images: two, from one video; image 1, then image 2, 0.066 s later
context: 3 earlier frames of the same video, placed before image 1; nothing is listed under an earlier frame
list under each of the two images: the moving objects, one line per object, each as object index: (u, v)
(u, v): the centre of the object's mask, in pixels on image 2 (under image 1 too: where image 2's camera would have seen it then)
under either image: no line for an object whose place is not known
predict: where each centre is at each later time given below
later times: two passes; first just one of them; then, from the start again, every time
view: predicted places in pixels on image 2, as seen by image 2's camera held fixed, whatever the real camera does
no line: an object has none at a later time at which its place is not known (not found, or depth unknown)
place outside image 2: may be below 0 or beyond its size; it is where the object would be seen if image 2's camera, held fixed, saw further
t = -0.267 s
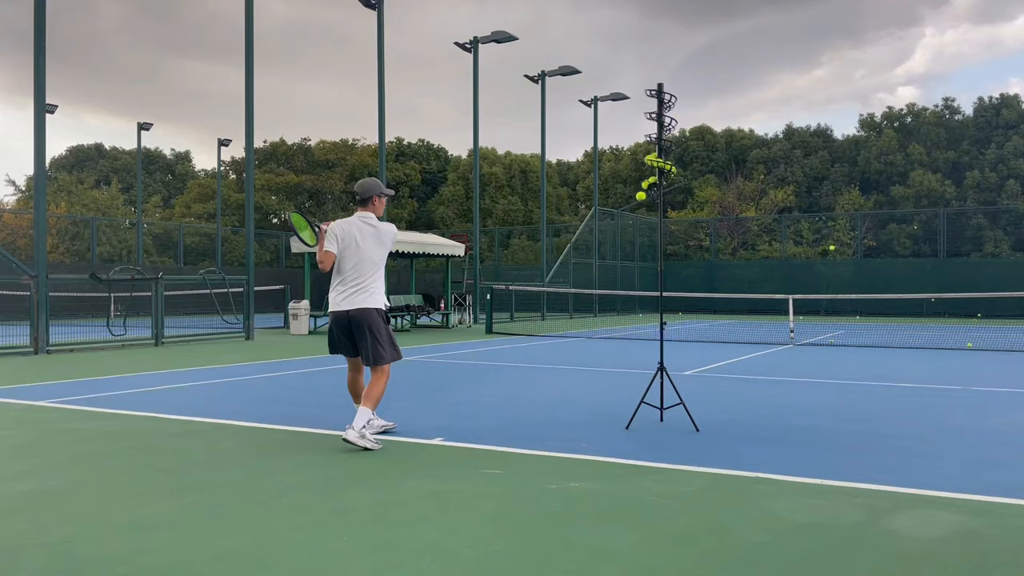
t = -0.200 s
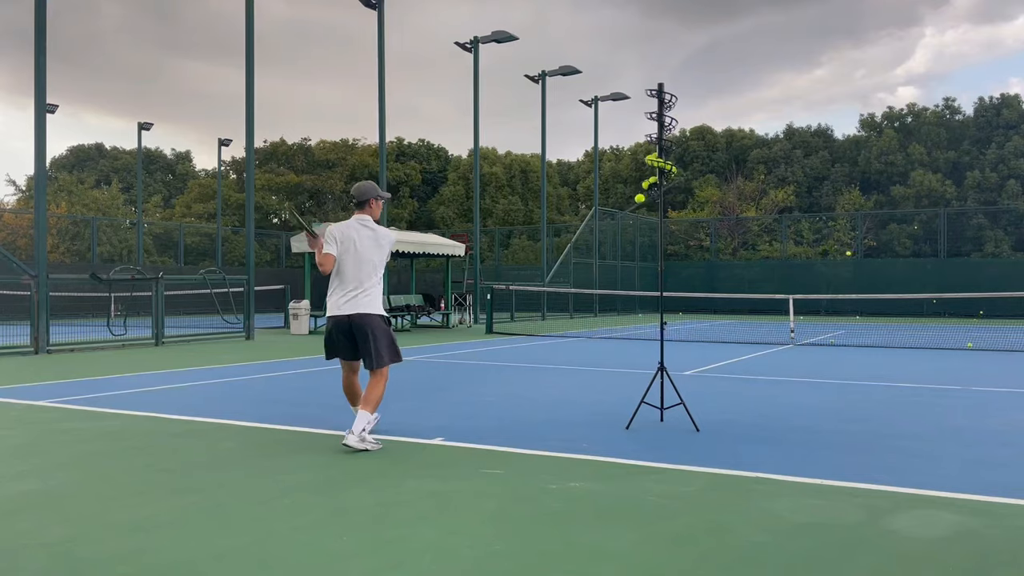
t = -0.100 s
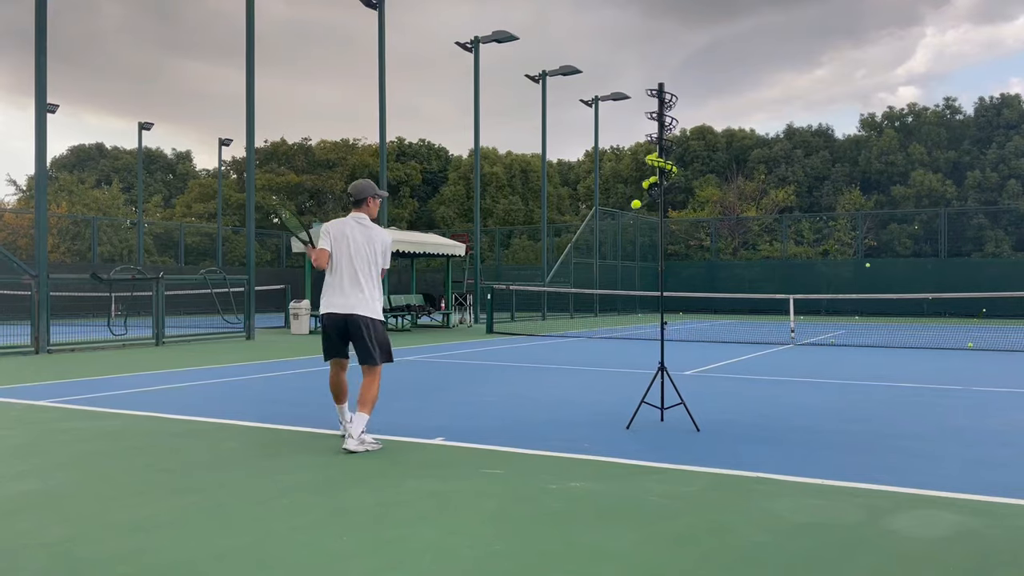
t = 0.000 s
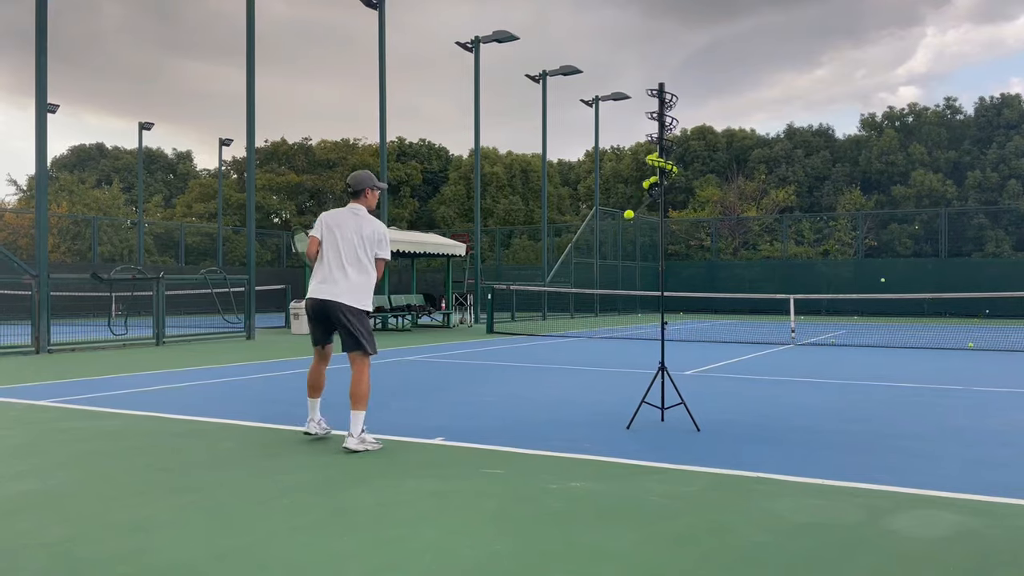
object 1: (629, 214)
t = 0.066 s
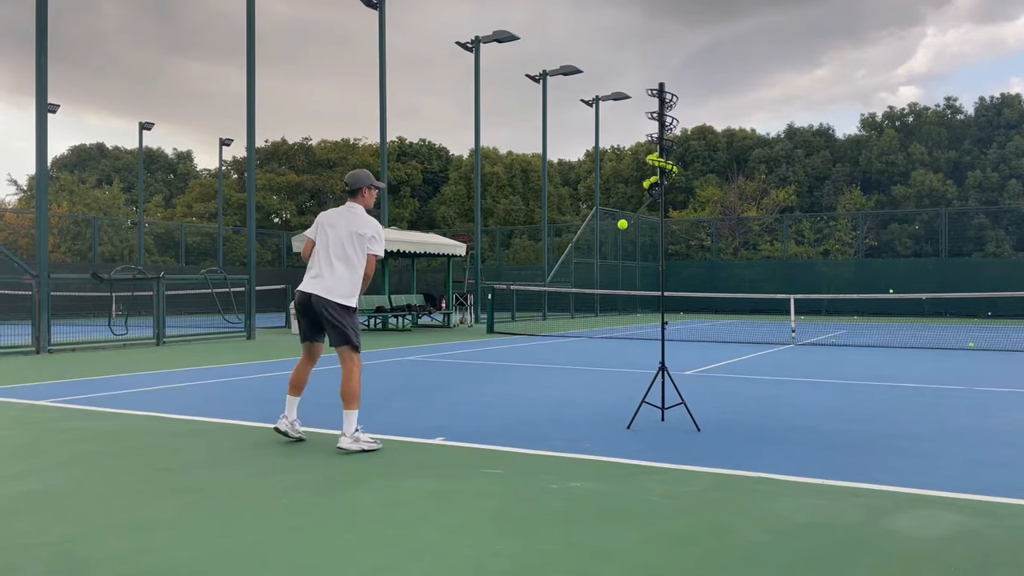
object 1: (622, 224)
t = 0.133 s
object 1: (615, 238)
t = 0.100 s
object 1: (619, 231)
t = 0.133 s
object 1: (615, 238)
